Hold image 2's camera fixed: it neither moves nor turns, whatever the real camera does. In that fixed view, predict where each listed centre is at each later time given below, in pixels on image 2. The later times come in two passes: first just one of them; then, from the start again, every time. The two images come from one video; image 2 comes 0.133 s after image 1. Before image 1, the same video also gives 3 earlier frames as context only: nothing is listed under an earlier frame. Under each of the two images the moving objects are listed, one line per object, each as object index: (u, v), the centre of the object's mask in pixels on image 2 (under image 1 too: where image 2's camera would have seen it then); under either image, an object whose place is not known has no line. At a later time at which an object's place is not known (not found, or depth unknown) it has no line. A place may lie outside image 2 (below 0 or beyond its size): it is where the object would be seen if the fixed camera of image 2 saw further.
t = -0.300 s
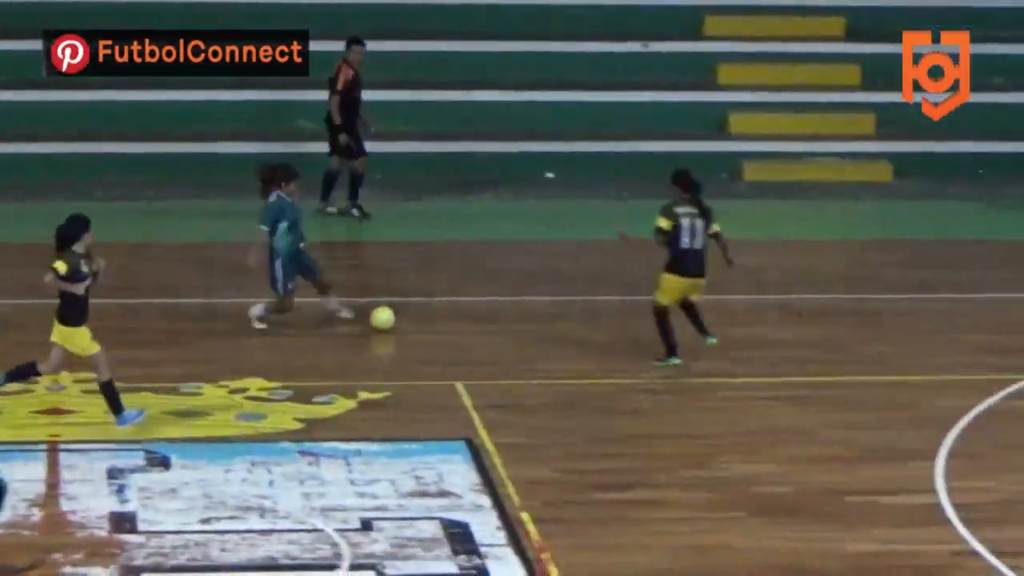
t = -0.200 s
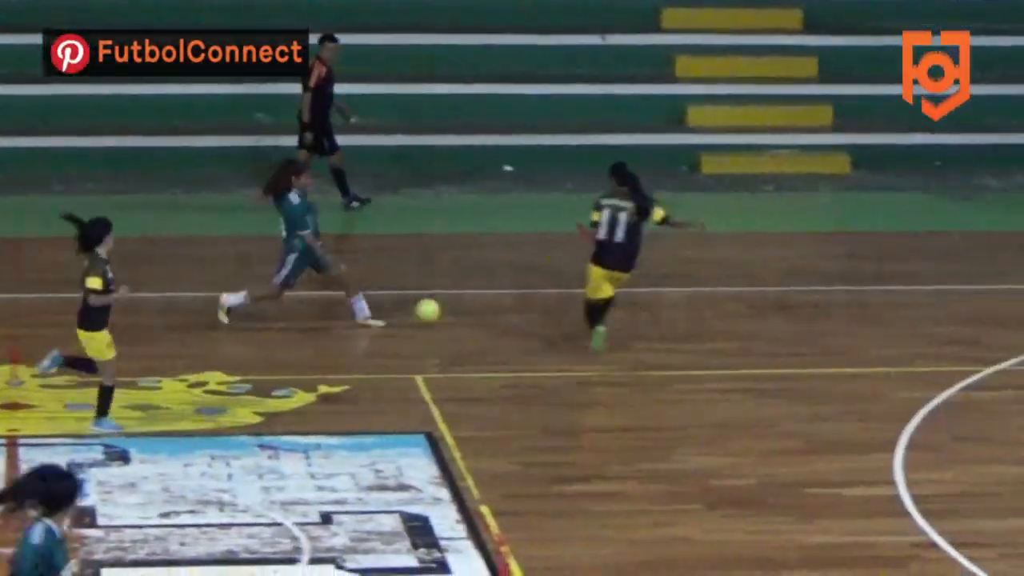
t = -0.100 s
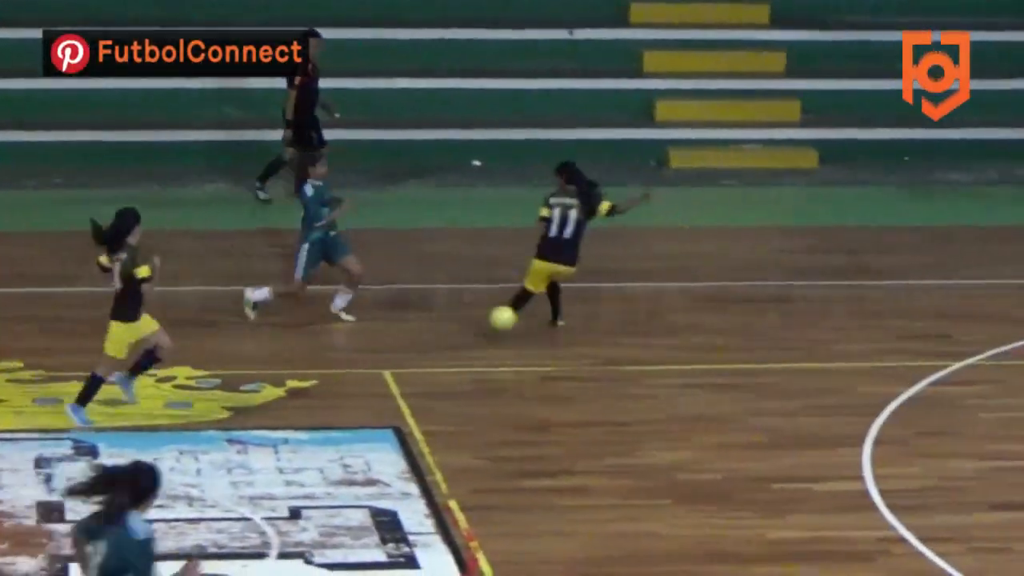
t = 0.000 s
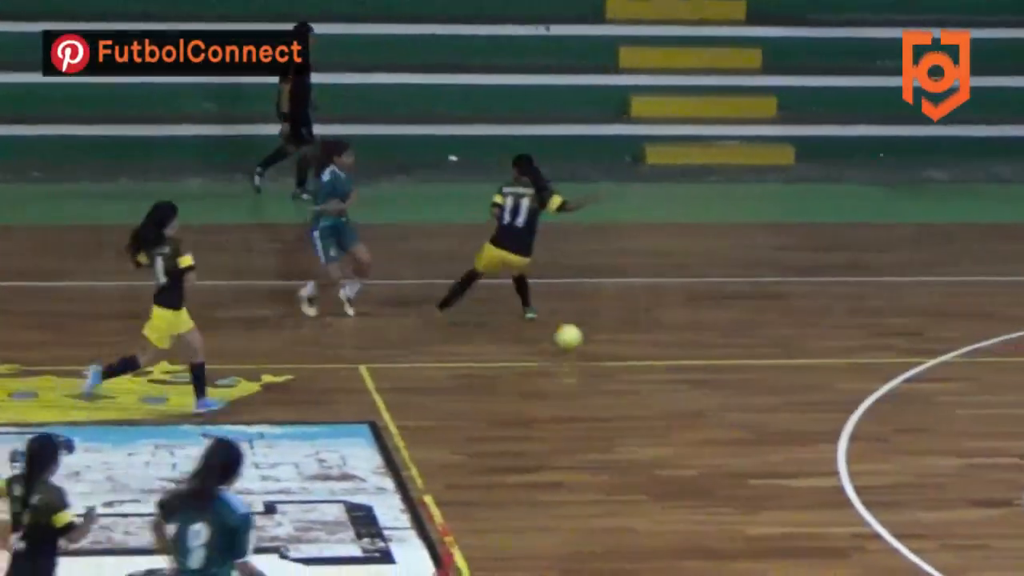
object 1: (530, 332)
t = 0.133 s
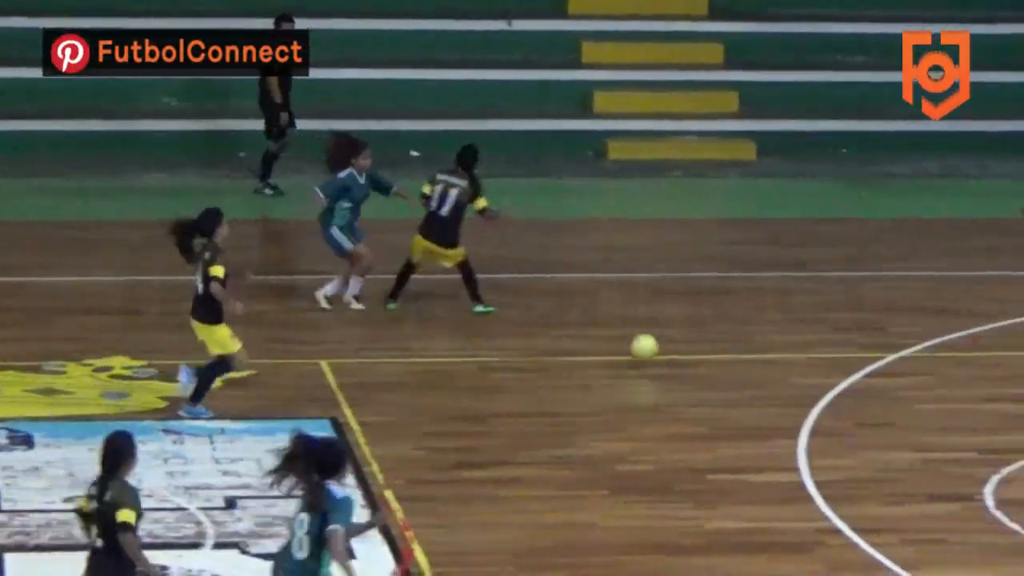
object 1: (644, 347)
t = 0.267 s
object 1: (757, 373)
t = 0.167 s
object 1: (673, 351)
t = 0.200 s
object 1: (701, 357)
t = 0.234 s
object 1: (729, 364)
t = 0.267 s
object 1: (757, 373)
